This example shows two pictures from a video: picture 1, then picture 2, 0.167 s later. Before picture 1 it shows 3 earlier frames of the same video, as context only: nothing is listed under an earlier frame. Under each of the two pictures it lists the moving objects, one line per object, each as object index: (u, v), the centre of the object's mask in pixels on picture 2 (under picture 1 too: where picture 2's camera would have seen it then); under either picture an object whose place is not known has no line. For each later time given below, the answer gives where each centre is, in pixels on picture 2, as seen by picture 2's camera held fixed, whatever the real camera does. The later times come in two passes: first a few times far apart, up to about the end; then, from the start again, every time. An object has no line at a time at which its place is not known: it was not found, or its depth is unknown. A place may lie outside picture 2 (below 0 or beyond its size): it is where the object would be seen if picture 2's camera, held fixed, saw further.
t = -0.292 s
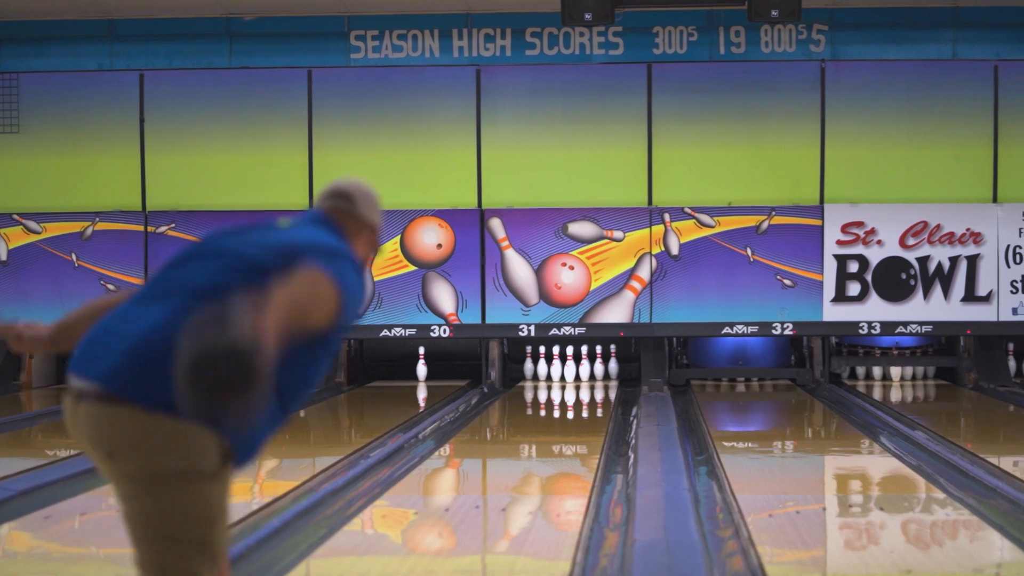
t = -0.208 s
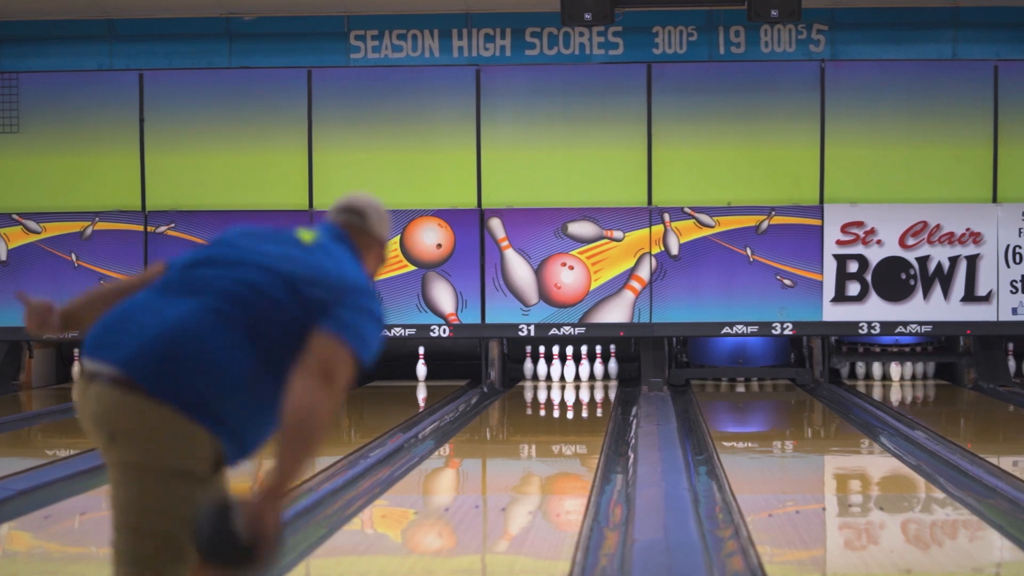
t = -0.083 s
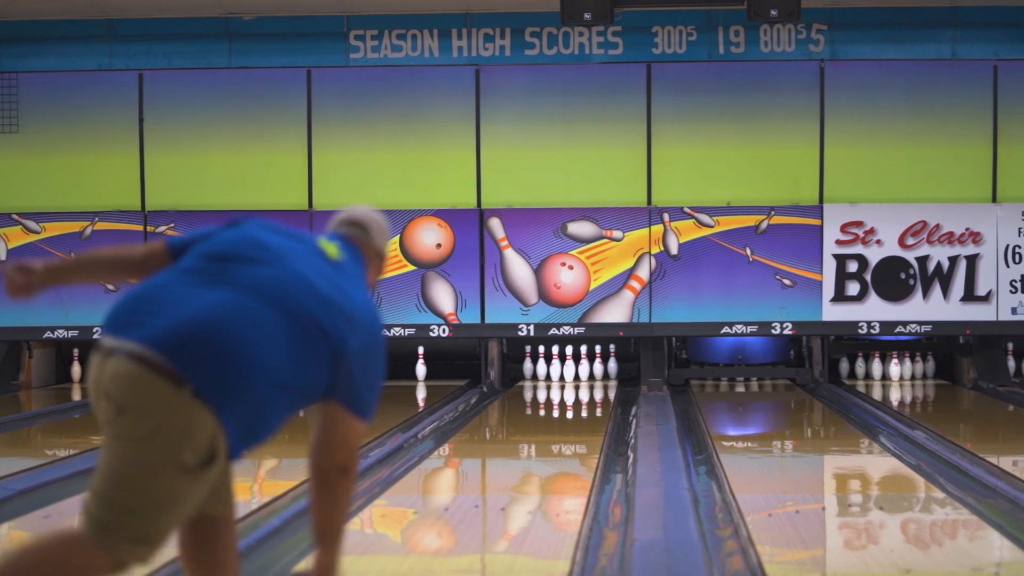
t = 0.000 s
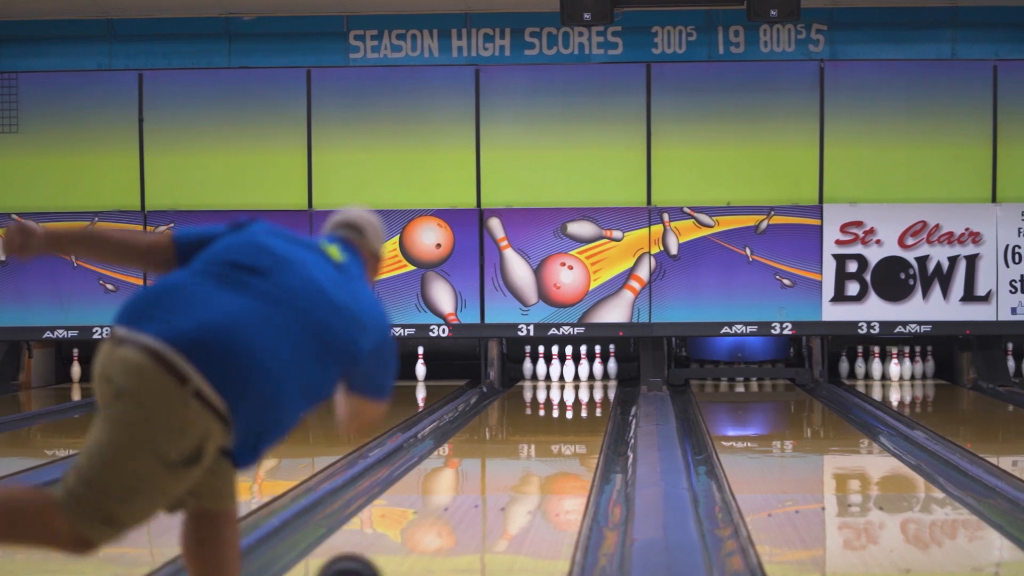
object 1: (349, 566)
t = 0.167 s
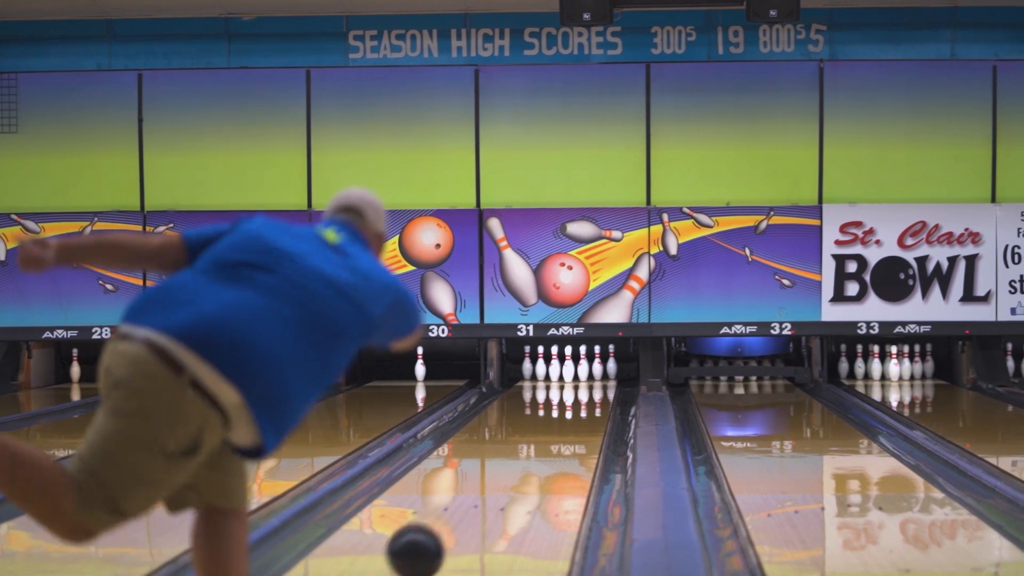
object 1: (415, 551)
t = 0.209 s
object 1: (428, 542)
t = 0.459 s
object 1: (491, 491)
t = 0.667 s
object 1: (526, 463)
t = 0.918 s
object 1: (556, 438)
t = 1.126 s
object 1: (573, 422)
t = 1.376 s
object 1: (586, 405)
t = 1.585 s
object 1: (591, 395)
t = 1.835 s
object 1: (589, 386)
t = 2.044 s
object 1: (581, 379)
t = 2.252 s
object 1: (570, 373)
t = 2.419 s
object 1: (562, 371)
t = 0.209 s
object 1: (428, 542)
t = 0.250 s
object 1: (441, 531)
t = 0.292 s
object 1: (453, 522)
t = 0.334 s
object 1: (463, 513)
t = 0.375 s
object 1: (473, 505)
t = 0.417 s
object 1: (482, 498)
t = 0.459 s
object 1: (491, 491)
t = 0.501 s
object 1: (499, 485)
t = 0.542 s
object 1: (506, 479)
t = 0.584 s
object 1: (513, 474)
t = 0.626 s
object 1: (520, 469)
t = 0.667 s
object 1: (526, 463)
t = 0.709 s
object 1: (531, 458)
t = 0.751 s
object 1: (537, 454)
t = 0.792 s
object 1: (542, 450)
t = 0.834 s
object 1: (547, 446)
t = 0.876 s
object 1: (551, 442)
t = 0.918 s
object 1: (556, 438)
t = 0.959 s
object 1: (560, 434)
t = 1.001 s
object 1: (563, 431)
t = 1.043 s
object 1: (567, 428)
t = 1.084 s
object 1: (570, 425)
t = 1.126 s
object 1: (573, 422)
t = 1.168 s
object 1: (575, 419)
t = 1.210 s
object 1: (578, 416)
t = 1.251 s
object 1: (580, 413)
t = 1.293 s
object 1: (583, 411)
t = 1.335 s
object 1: (584, 408)
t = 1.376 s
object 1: (586, 405)
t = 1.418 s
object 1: (588, 404)
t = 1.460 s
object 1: (589, 401)
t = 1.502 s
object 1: (590, 399)
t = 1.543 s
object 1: (590, 397)
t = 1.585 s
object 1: (591, 395)
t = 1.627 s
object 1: (591, 394)
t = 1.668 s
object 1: (591, 392)
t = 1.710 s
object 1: (591, 390)
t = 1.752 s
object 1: (590, 389)
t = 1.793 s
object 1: (590, 387)
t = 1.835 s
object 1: (589, 386)
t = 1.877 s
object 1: (588, 384)
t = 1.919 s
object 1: (586, 383)
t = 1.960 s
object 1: (585, 381)
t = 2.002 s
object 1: (583, 380)
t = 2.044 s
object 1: (581, 379)
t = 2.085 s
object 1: (579, 378)
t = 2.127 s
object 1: (577, 377)
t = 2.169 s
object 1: (575, 376)
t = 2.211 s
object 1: (572, 374)
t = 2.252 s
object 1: (570, 373)
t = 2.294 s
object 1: (569, 372)
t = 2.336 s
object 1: (567, 372)
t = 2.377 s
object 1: (566, 370)
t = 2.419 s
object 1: (562, 371)
